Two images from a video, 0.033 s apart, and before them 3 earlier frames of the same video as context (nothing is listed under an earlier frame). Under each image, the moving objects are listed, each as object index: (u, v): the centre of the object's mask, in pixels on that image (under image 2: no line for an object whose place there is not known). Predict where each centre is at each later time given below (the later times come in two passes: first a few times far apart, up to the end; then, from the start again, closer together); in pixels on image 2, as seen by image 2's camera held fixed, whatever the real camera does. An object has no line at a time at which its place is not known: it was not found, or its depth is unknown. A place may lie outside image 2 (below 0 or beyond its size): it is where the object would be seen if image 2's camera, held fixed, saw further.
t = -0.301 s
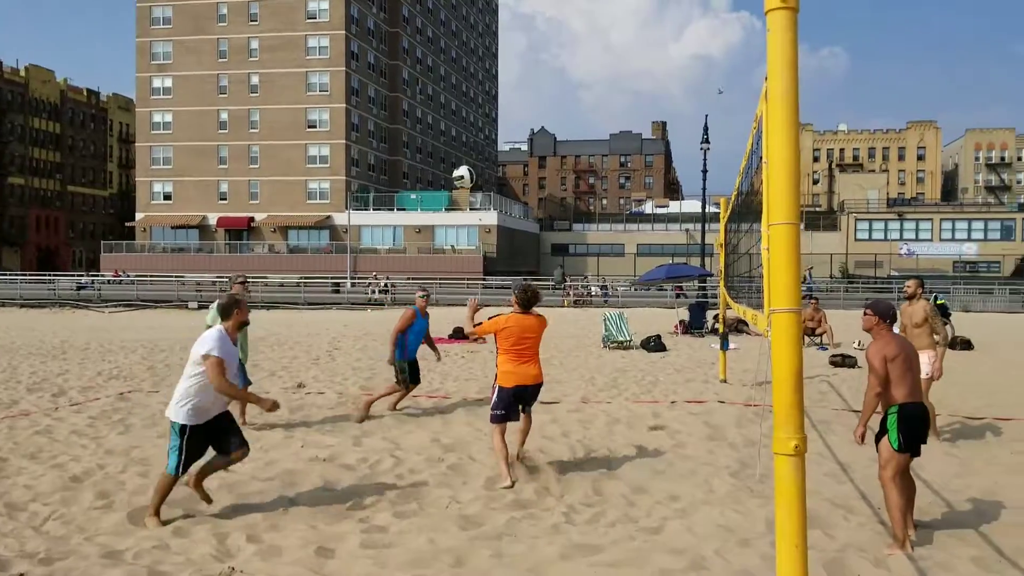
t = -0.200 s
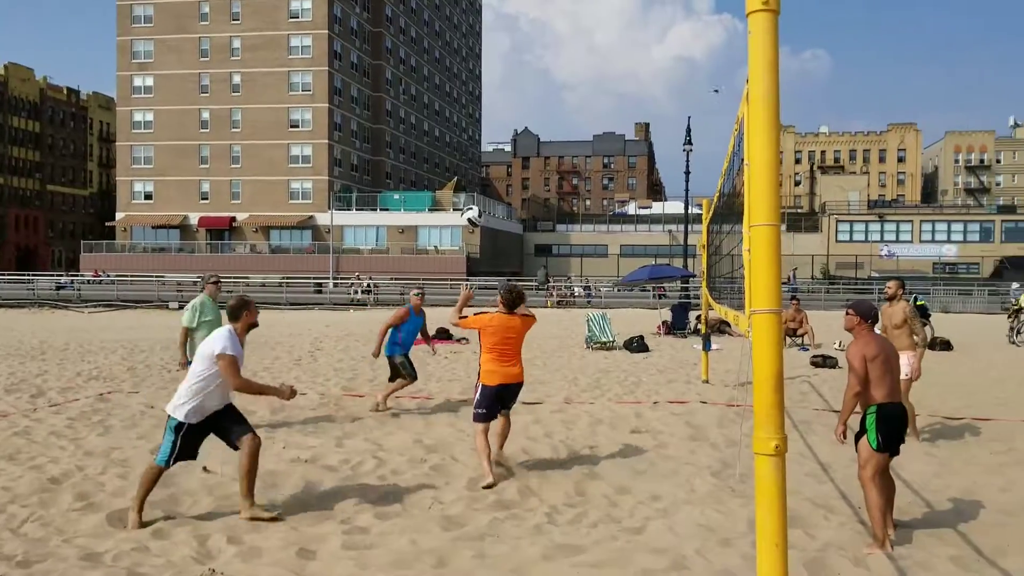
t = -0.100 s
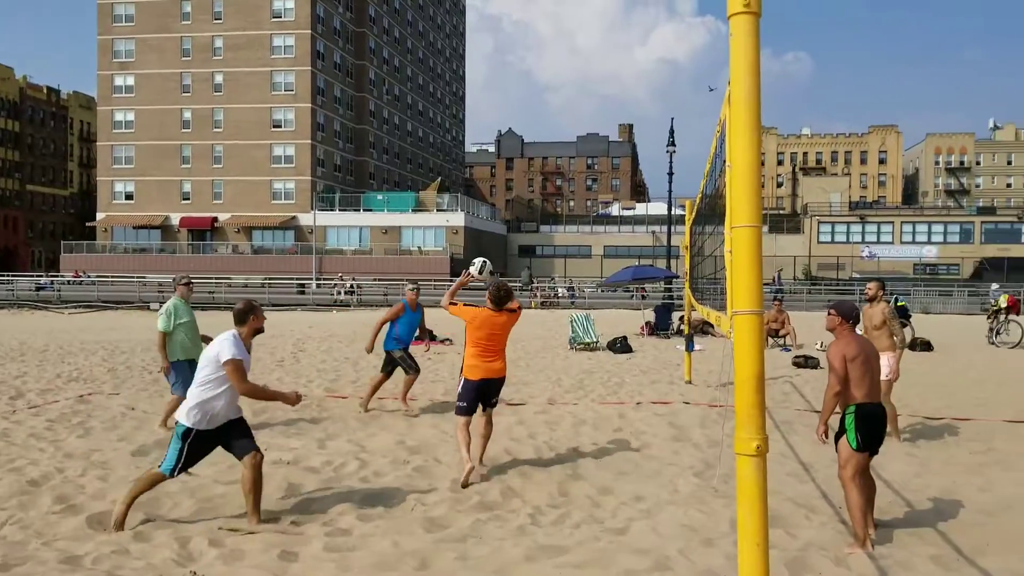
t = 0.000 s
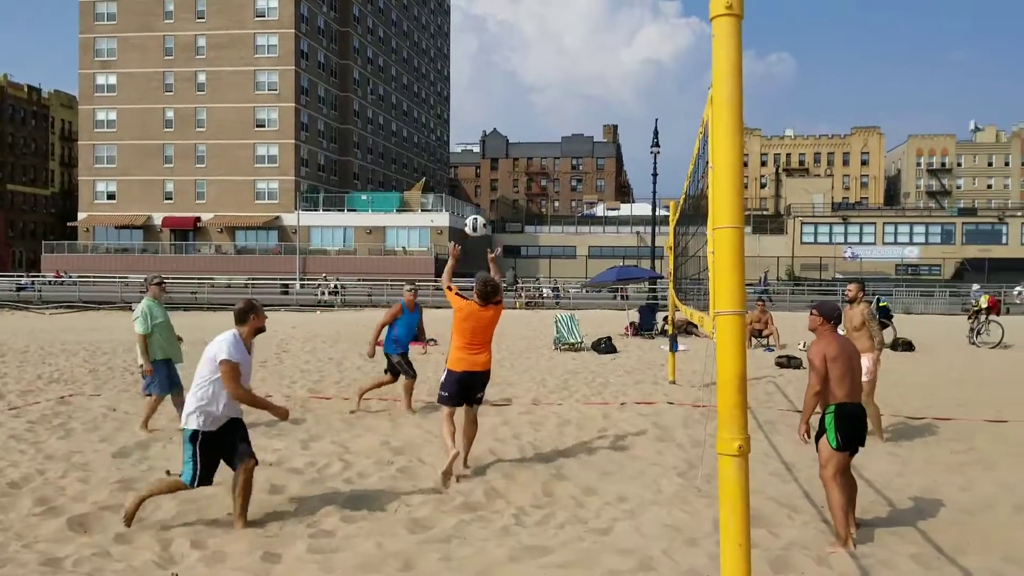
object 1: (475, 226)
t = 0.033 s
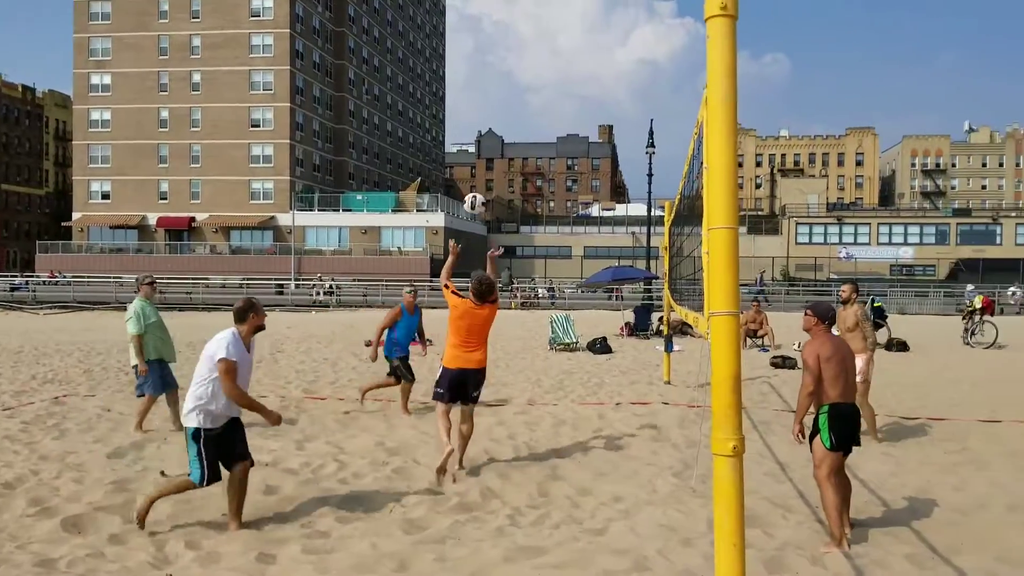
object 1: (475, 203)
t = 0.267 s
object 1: (494, 83)
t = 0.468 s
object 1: (510, 28)
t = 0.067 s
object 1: (477, 182)
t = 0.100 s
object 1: (480, 163)
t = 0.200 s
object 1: (487, 111)
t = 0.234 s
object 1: (490, 96)
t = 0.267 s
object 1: (494, 83)
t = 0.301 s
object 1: (497, 70)
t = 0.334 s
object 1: (499, 60)
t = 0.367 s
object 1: (502, 50)
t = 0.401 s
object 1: (505, 41)
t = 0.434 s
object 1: (508, 34)
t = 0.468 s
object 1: (510, 28)
